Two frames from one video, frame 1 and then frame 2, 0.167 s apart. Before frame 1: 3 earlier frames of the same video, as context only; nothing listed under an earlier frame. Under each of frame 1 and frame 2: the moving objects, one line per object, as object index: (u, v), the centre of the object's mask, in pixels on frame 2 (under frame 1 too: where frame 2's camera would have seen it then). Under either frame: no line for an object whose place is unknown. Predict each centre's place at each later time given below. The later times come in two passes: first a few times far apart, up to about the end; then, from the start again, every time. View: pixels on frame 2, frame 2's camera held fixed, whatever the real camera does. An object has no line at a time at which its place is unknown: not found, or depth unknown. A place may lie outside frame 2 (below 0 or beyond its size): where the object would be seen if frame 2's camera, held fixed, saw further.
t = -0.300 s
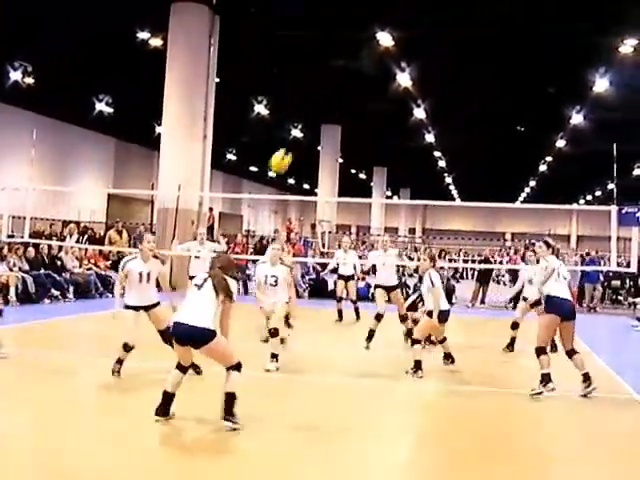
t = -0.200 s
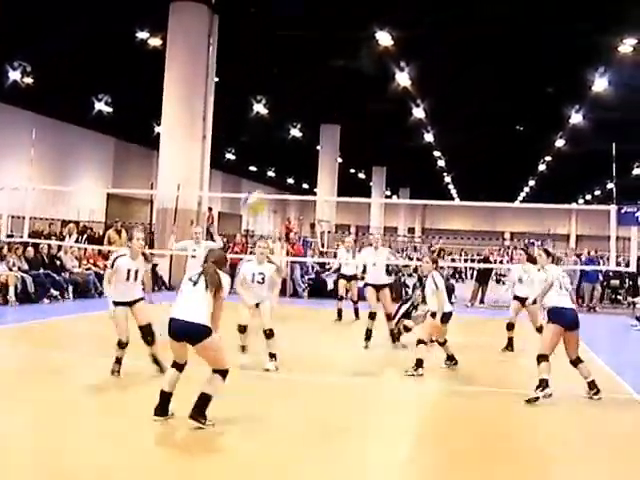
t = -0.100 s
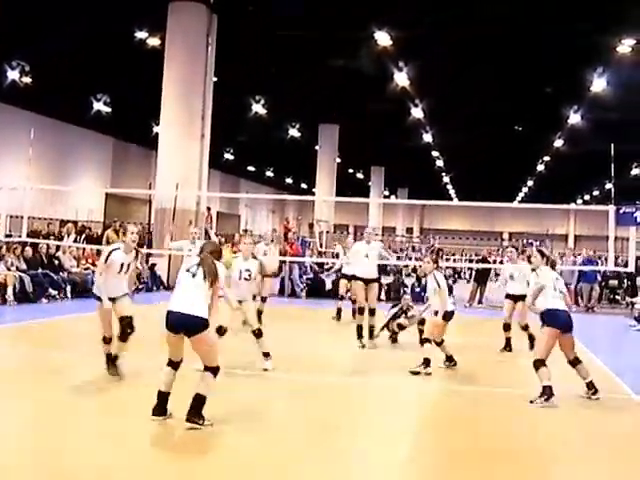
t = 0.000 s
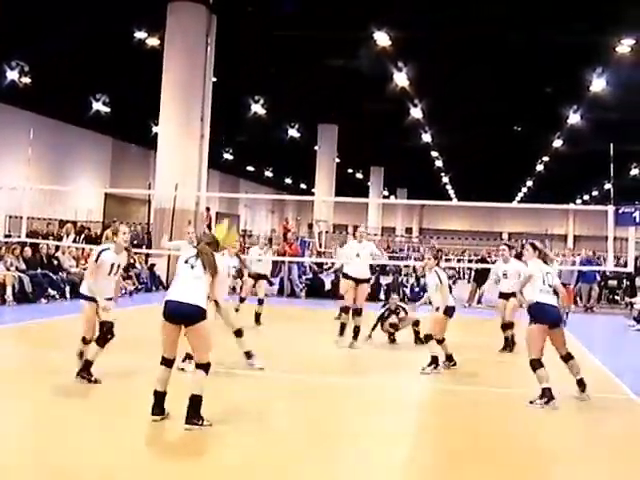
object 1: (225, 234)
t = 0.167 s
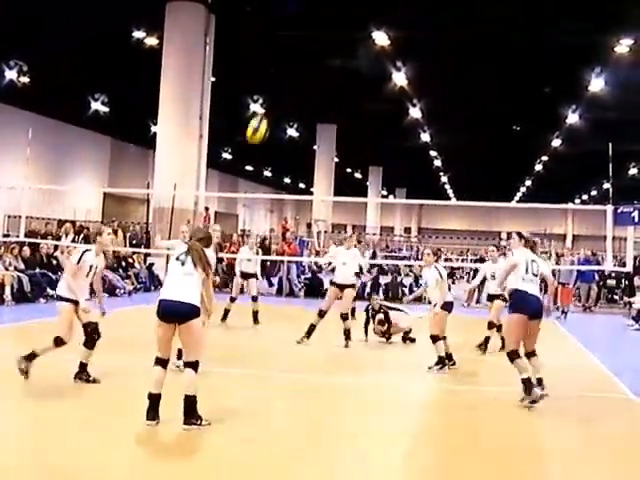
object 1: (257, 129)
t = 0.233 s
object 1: (269, 100)
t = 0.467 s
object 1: (304, 40)
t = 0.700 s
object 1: (329, 34)
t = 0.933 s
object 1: (348, 68)
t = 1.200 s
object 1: (364, 147)
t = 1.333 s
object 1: (371, 202)
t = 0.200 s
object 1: (262, 114)
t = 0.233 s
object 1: (269, 100)
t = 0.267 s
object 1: (275, 87)
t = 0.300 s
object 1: (280, 76)
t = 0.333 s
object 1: (285, 67)
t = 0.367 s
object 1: (290, 58)
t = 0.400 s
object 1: (295, 51)
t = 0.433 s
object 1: (299, 45)
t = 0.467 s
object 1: (304, 40)
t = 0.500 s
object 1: (308, 36)
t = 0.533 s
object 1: (312, 34)
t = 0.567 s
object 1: (316, 32)
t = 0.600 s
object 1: (319, 31)
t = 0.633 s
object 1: (323, 31)
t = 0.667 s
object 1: (326, 32)
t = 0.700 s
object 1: (329, 34)
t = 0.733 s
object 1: (332, 36)
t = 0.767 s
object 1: (335, 39)
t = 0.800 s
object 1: (338, 44)
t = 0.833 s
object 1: (340, 49)
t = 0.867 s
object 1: (343, 55)
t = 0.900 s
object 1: (345, 61)
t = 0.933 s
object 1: (348, 68)
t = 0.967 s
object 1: (351, 75)
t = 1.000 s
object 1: (353, 84)
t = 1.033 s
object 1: (355, 93)
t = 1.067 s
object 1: (357, 102)
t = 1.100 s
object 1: (359, 112)
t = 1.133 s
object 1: (361, 123)
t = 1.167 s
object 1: (363, 135)
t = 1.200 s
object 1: (364, 147)
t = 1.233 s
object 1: (366, 158)
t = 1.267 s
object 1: (367, 171)
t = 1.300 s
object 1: (367, 185)
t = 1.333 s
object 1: (371, 202)
